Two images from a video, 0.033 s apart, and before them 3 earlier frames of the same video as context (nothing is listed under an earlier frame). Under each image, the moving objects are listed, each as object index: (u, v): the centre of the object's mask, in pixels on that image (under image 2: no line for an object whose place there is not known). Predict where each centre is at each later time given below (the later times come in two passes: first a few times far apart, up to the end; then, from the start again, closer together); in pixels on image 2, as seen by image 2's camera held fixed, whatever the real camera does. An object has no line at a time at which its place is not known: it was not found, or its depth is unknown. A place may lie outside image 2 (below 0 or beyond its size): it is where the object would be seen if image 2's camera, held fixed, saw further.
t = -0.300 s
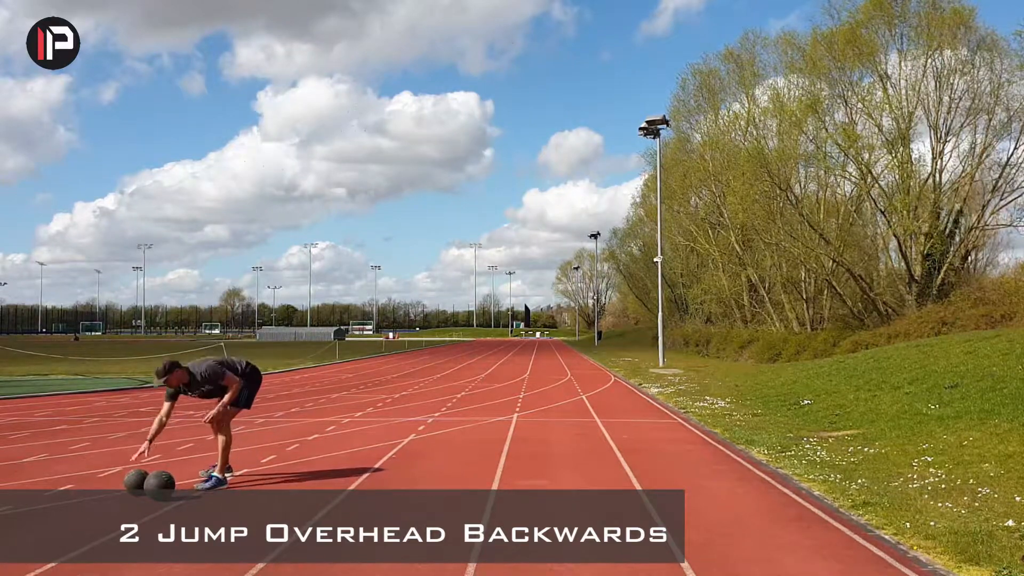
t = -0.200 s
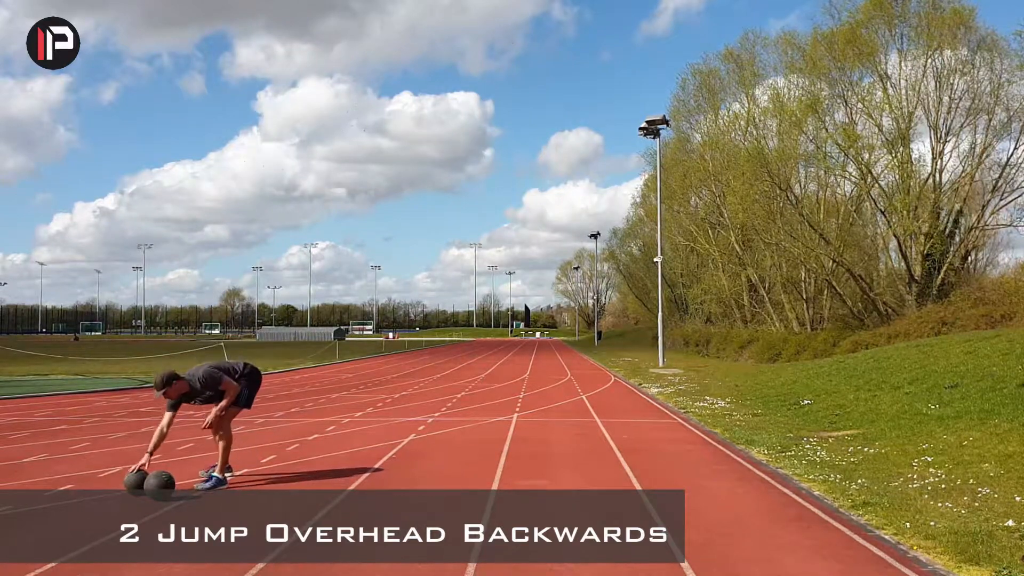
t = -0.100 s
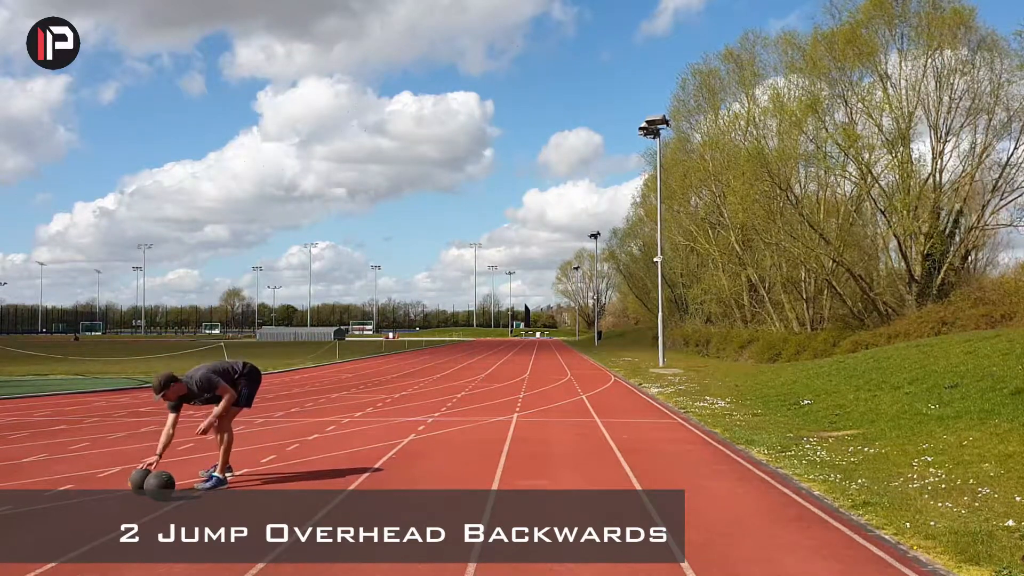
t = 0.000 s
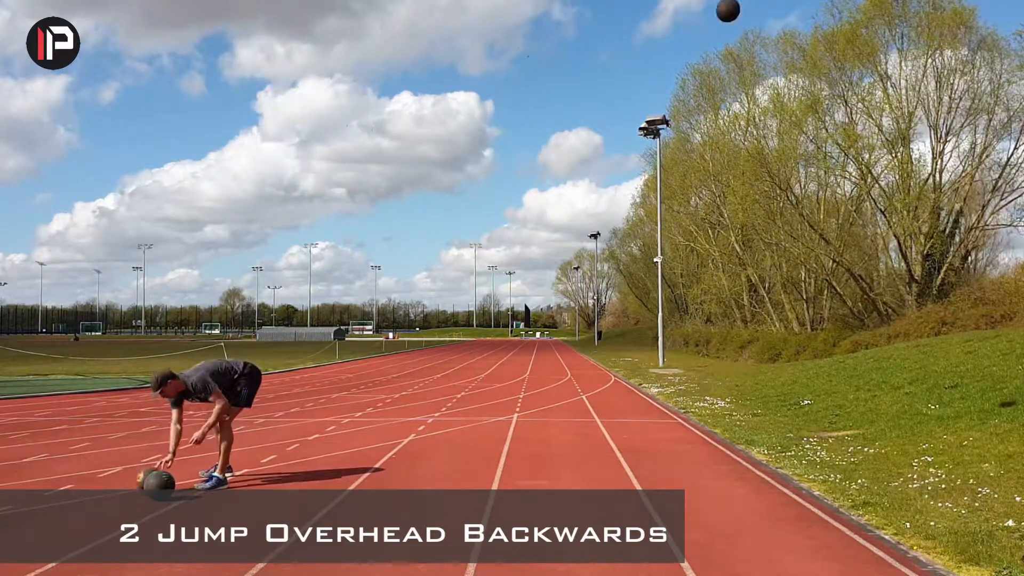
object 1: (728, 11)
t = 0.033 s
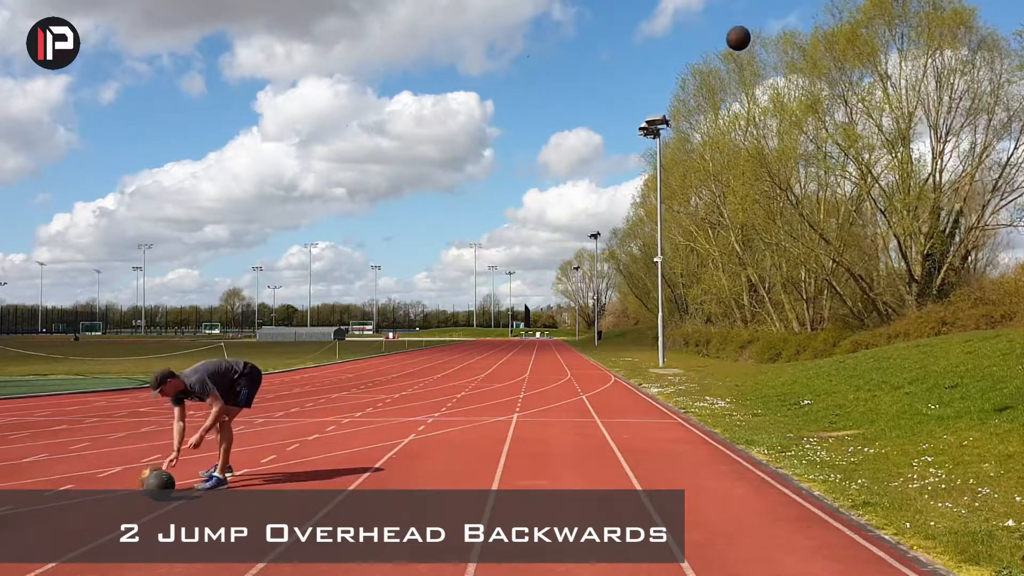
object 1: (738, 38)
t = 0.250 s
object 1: (808, 258)
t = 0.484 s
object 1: (876, 447)
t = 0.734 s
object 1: (906, 310)
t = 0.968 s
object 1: (934, 249)
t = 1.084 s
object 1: (947, 238)
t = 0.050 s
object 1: (743, 53)
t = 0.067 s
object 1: (748, 68)
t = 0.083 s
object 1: (754, 83)
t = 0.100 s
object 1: (759, 99)
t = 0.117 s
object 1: (765, 115)
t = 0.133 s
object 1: (770, 132)
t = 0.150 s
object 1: (775, 149)
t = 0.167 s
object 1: (780, 166)
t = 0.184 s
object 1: (786, 183)
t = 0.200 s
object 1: (792, 202)
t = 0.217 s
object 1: (797, 220)
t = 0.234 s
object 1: (803, 239)
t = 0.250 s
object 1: (808, 258)
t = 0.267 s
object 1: (813, 276)
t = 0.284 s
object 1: (819, 297)
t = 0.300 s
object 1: (824, 316)
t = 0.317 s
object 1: (830, 337)
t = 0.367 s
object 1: (848, 401)
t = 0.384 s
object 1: (854, 422)
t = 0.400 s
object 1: (859, 445)
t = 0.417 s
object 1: (865, 468)
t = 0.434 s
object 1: (871, 479)
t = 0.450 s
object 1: (872, 471)
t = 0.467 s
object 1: (874, 458)
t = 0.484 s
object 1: (876, 447)
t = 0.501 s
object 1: (878, 436)
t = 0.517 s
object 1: (880, 424)
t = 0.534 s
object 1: (882, 414)
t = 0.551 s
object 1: (884, 404)
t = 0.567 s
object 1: (886, 394)
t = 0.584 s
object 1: (888, 384)
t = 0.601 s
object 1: (890, 374)
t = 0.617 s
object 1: (892, 366)
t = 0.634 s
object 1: (894, 357)
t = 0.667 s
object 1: (898, 341)
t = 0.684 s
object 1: (899, 333)
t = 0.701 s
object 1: (902, 325)
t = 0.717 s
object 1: (904, 318)
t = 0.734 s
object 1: (906, 310)
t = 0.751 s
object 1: (908, 304)
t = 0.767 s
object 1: (909, 299)
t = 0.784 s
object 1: (912, 293)
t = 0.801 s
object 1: (913, 287)
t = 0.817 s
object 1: (914, 282)
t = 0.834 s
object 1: (917, 277)
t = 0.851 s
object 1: (919, 273)
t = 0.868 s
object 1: (920, 268)
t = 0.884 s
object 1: (925, 264)
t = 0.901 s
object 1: (926, 260)
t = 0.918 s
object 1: (928, 256)
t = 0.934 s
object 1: (930, 254)
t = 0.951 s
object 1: (932, 250)
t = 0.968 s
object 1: (934, 249)
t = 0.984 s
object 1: (935, 247)
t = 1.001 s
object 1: (937, 245)
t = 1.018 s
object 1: (939, 242)
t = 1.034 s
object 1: (941, 241)
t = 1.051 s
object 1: (943, 240)
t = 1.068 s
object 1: (946, 238)
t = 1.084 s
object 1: (947, 238)
